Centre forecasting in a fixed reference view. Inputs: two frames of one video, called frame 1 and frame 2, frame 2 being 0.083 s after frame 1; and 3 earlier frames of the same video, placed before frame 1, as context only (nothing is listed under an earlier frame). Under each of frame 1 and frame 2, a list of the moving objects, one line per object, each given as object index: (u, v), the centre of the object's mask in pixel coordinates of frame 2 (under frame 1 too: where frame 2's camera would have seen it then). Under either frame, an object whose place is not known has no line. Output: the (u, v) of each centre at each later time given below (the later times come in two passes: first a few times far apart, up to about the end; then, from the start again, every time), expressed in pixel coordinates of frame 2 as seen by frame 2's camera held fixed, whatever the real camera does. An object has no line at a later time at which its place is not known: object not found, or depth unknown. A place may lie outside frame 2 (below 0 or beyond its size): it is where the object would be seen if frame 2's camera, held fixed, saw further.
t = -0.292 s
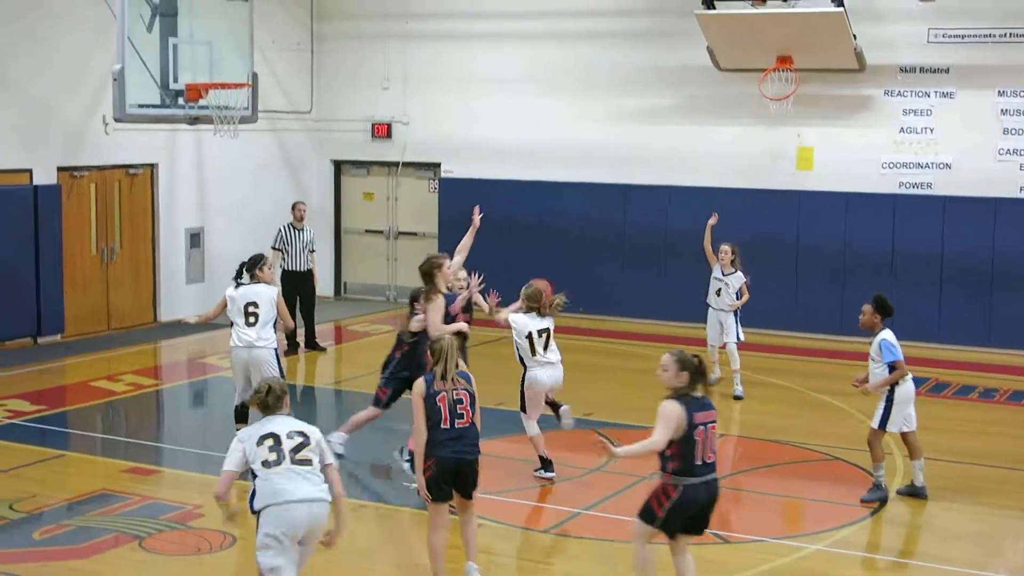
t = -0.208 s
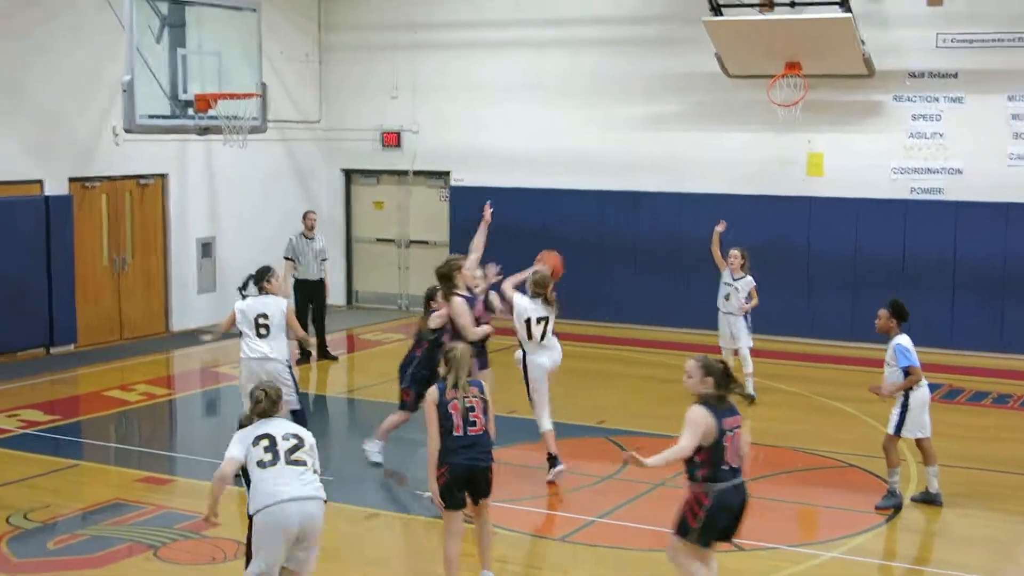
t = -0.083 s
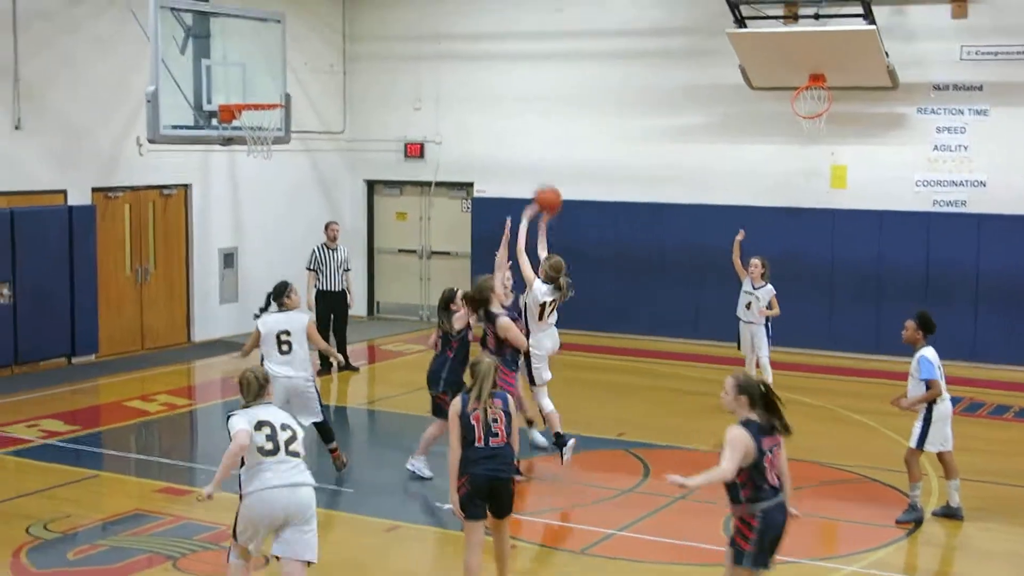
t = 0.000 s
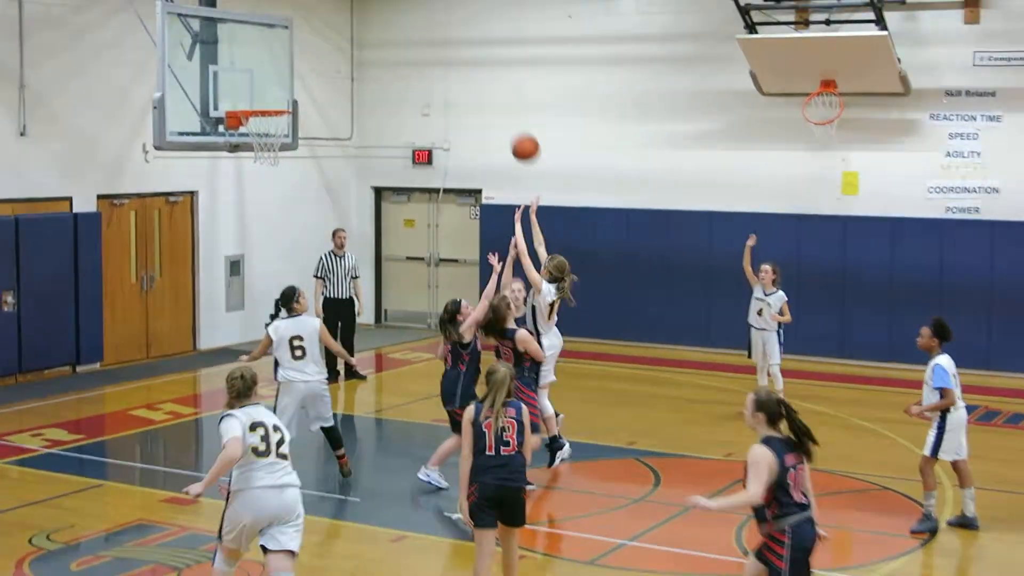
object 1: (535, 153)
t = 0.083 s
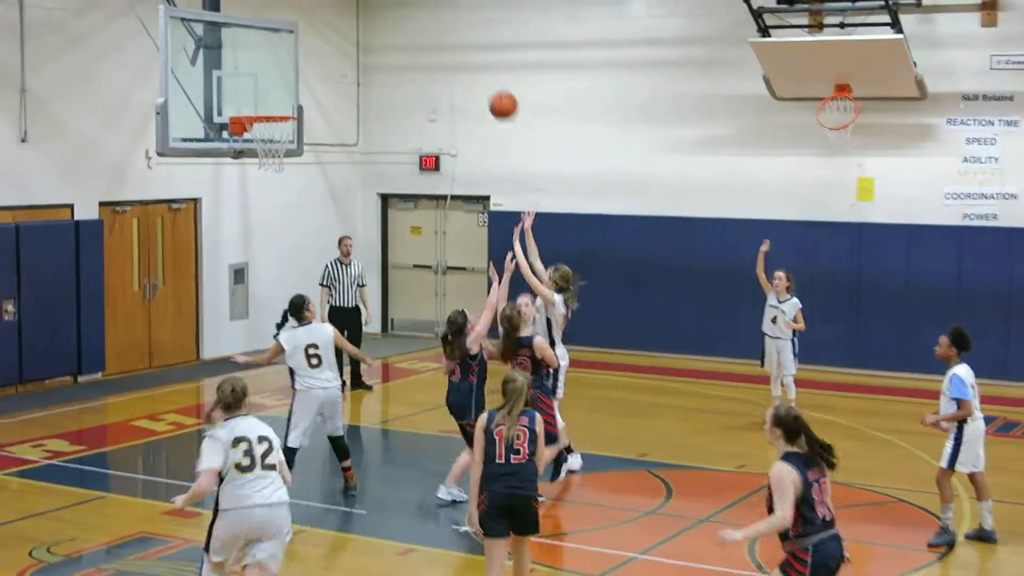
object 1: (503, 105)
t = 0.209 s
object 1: (459, 50)
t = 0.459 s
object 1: (376, 1)
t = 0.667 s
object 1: (308, 13)
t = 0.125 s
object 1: (488, 84)
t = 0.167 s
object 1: (473, 66)
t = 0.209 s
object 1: (459, 50)
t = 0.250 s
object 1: (444, 37)
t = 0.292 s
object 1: (430, 25)
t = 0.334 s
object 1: (415, 14)
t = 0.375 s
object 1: (402, 7)
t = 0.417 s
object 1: (389, 2)
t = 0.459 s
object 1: (376, 1)
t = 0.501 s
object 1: (363, -1)
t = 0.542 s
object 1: (348, -1)
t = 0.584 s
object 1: (334, 1)
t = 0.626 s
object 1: (322, 8)
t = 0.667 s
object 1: (308, 13)
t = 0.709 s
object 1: (294, 20)
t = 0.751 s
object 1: (282, 31)
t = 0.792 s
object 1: (270, 44)
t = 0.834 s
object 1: (258, 57)
